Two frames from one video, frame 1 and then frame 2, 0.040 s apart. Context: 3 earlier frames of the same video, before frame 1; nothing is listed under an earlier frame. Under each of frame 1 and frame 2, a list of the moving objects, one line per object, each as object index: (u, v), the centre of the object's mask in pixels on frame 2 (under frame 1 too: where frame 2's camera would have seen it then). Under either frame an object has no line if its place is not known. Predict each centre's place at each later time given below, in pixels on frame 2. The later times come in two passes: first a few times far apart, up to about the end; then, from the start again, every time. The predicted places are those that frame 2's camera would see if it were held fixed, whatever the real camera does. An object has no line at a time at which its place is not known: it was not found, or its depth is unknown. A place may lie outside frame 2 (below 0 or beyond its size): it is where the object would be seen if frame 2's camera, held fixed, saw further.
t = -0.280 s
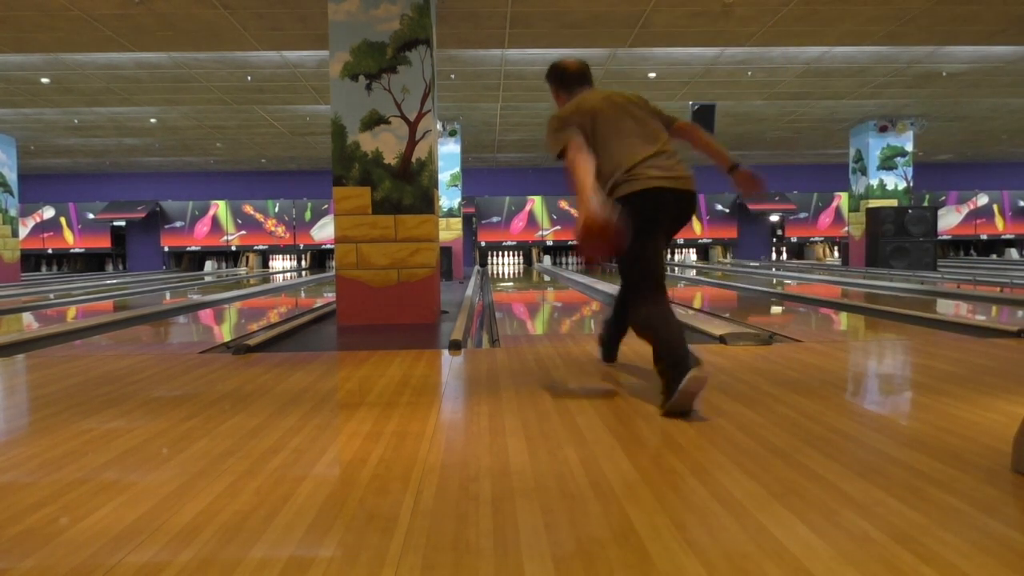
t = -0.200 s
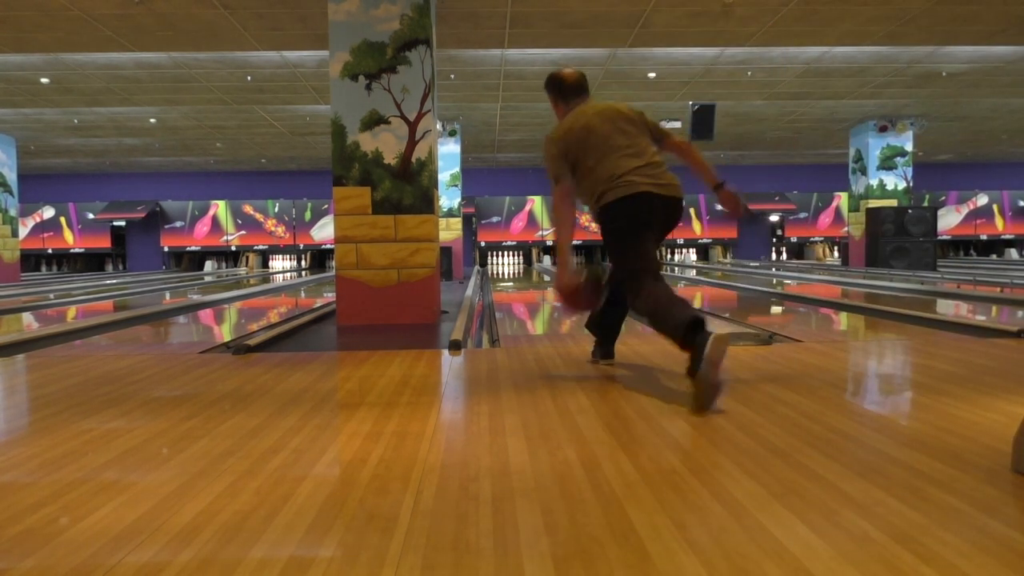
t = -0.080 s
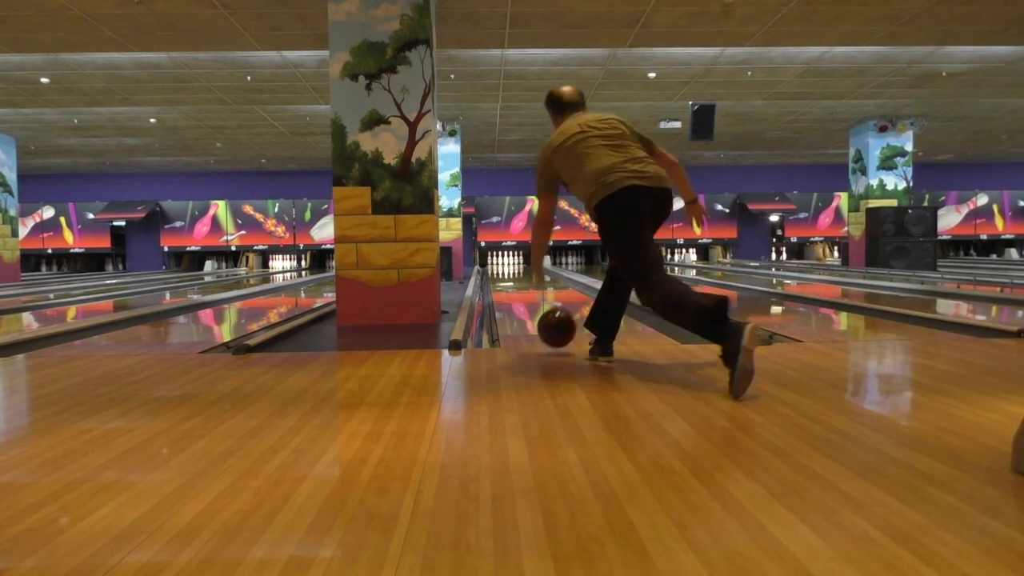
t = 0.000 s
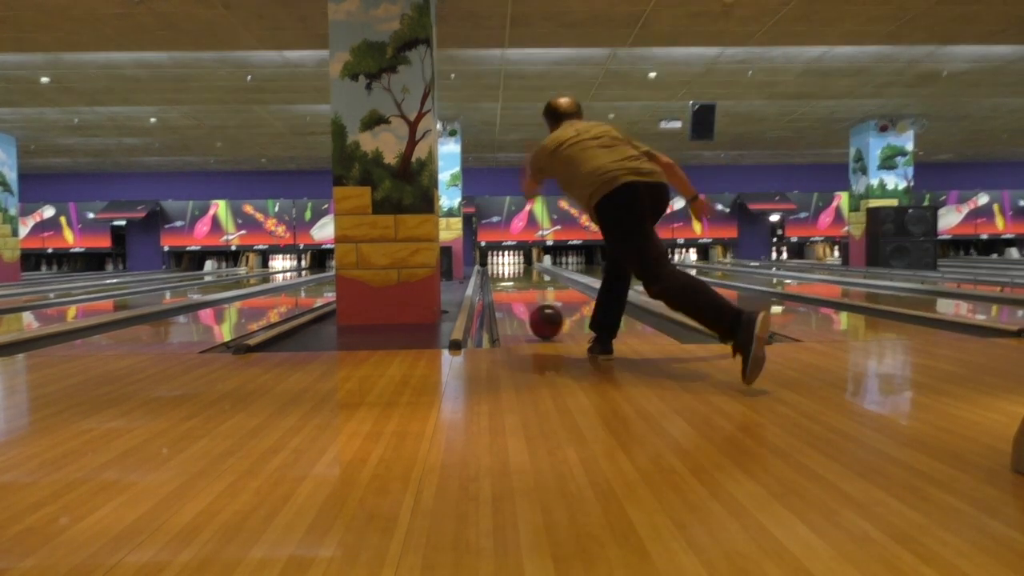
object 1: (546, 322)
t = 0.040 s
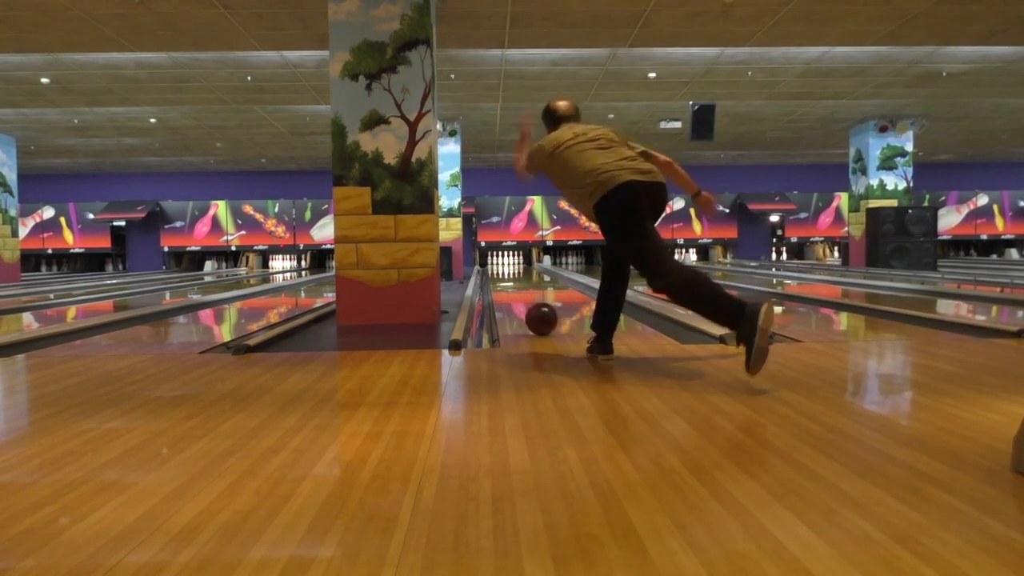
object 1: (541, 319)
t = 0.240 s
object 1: (525, 303)
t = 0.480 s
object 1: (514, 291)
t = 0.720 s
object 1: (507, 283)
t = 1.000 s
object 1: (502, 277)
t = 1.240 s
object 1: (498, 273)
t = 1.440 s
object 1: (498, 271)
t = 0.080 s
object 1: (537, 315)
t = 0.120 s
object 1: (533, 311)
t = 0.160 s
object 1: (530, 308)
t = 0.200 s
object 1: (528, 305)
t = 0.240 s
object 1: (525, 303)
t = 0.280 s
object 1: (523, 300)
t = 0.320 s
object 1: (520, 298)
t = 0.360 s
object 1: (519, 296)
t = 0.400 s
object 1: (517, 294)
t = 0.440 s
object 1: (515, 292)
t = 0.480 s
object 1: (514, 291)
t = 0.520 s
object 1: (512, 289)
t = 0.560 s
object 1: (511, 288)
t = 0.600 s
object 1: (510, 287)
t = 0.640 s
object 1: (509, 286)
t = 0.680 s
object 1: (508, 285)
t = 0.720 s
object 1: (507, 283)
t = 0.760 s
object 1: (506, 282)
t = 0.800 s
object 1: (505, 281)
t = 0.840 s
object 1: (504, 281)
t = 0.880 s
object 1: (503, 280)
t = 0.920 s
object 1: (502, 279)
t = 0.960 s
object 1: (502, 278)
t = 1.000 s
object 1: (502, 277)
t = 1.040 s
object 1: (502, 276)
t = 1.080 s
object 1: (500, 276)
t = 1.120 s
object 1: (500, 275)
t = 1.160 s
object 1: (499, 274)
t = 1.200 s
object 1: (499, 274)
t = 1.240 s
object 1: (498, 273)
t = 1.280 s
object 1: (498, 273)
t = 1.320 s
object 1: (498, 273)
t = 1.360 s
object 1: (498, 272)
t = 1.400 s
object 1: (498, 272)
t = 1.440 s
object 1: (498, 271)
